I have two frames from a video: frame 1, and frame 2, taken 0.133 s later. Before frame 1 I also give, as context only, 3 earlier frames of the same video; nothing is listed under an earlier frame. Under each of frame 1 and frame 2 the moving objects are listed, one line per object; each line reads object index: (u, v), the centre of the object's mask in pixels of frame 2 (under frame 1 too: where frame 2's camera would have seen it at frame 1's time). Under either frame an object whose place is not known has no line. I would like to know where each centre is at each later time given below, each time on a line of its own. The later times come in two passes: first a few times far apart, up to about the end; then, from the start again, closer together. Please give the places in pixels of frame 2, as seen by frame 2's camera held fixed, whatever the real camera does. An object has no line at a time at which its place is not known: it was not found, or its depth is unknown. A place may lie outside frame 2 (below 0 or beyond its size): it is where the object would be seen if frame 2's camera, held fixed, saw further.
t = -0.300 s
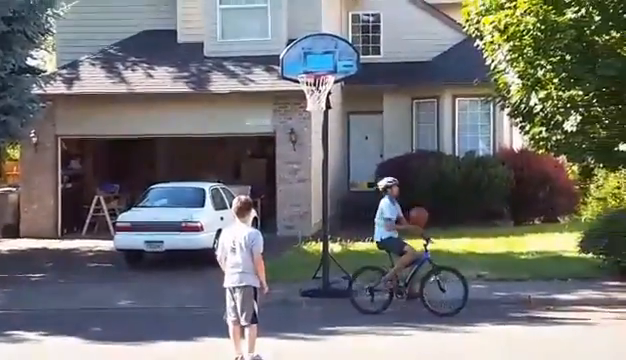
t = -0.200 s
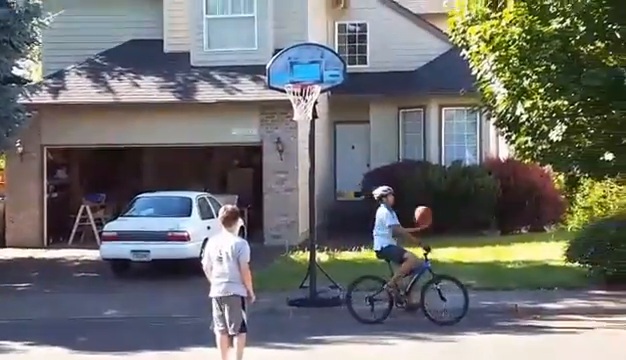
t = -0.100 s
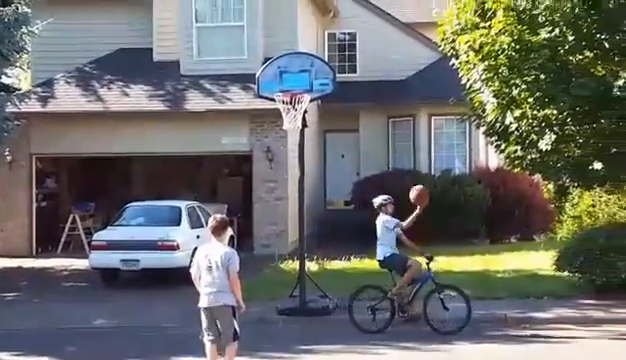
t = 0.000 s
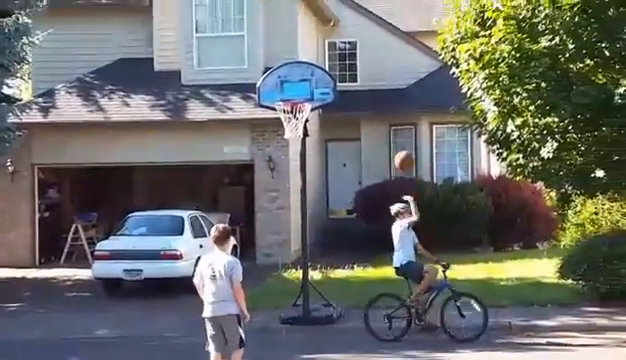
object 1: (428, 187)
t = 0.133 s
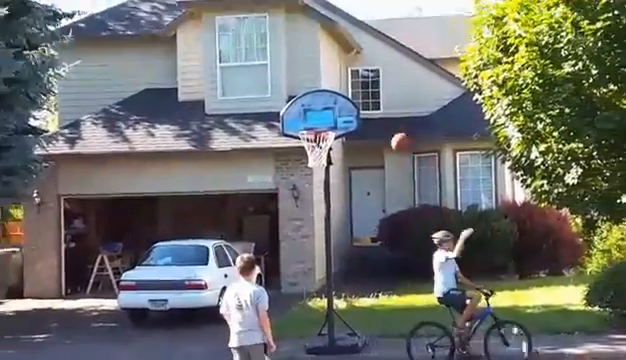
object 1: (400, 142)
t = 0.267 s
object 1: (375, 112)
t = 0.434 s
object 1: (342, 95)
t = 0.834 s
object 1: (273, 132)
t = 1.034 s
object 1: (240, 198)
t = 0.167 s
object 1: (394, 133)
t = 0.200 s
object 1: (388, 125)
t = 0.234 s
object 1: (381, 119)
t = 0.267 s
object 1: (375, 112)
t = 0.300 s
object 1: (368, 106)
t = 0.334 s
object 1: (361, 100)
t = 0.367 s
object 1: (354, 99)
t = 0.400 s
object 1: (348, 97)
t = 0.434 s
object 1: (342, 95)
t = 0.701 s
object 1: (294, 109)
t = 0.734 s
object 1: (289, 114)
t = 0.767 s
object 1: (283, 120)
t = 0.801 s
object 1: (277, 126)
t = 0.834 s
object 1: (273, 132)
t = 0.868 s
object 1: (268, 142)
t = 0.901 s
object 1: (263, 151)
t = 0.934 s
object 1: (256, 161)
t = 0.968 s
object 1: (252, 172)
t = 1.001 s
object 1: (246, 183)
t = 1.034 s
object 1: (240, 198)
